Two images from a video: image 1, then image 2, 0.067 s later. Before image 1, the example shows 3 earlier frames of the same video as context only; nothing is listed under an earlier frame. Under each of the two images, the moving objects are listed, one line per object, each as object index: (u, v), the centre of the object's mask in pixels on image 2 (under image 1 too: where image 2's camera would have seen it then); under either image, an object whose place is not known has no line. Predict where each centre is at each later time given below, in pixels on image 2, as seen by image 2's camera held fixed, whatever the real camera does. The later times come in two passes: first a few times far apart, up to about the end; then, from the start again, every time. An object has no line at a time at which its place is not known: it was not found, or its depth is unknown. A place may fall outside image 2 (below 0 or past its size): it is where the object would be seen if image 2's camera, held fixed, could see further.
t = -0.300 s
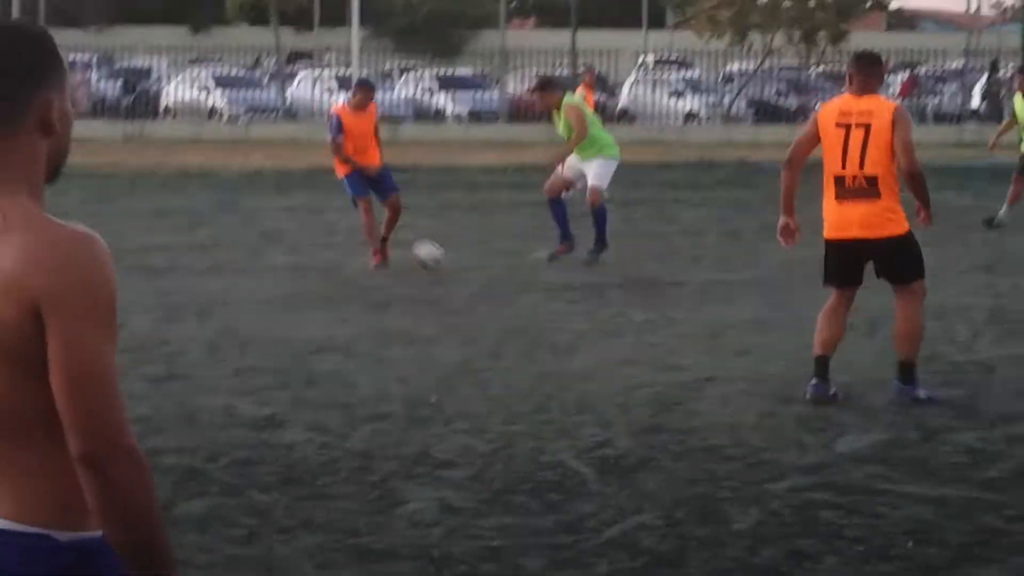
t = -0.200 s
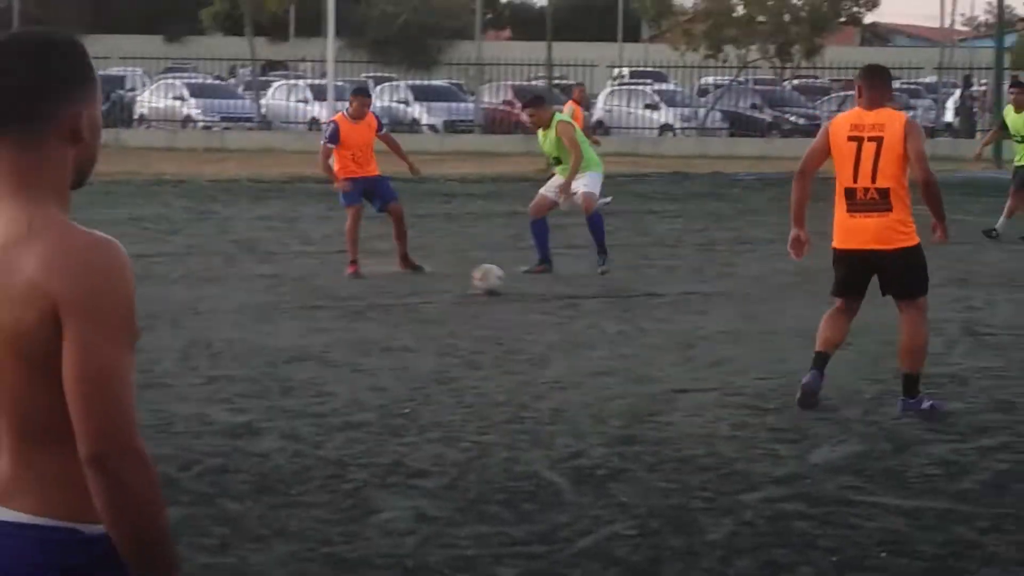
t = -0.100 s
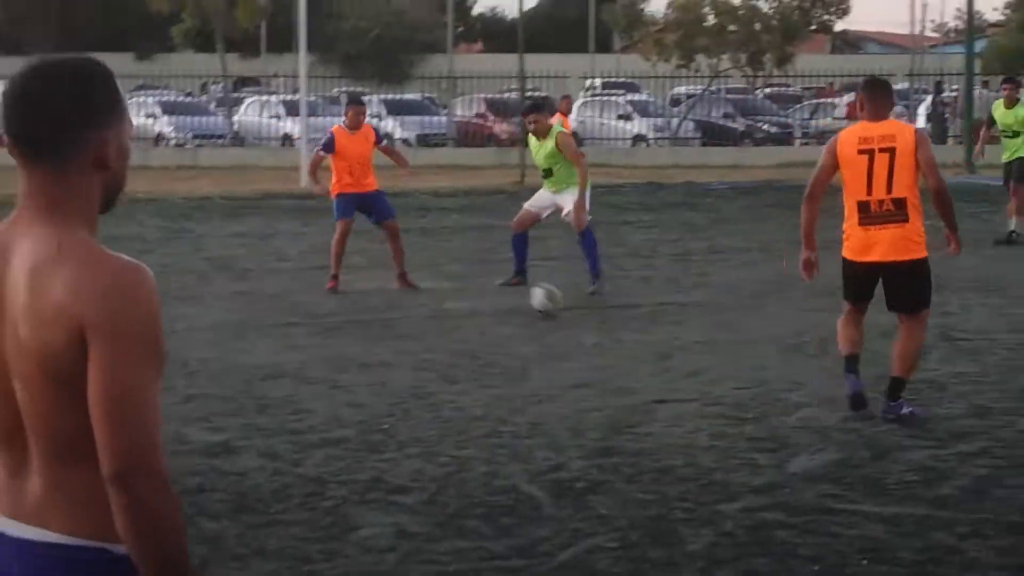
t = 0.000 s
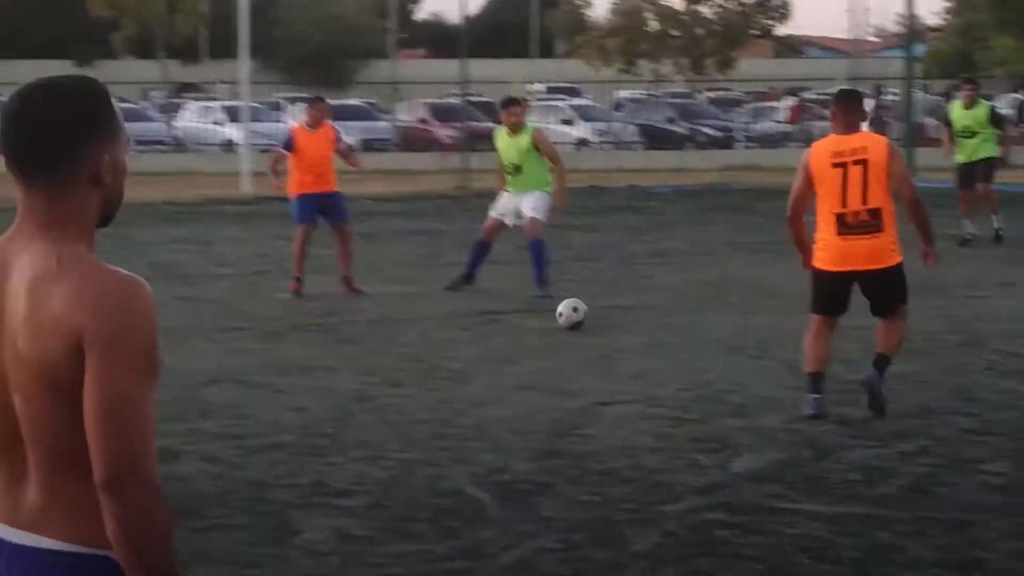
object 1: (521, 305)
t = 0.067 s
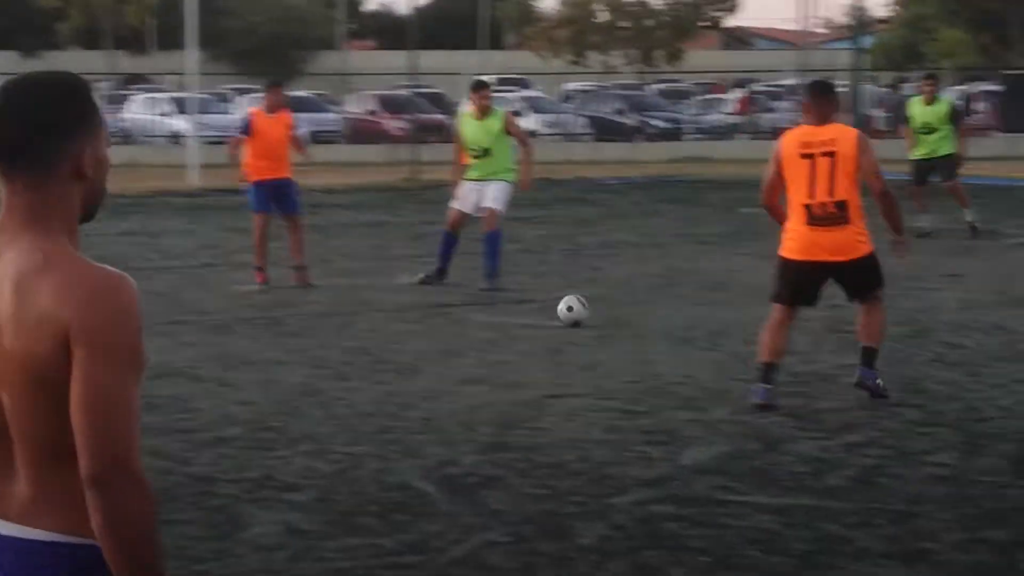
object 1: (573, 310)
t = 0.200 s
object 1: (672, 318)
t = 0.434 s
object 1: (834, 327)
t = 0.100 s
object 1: (599, 312)
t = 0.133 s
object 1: (623, 314)
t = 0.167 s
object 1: (647, 315)
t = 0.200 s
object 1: (672, 318)
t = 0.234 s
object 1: (697, 319)
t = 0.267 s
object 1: (720, 321)
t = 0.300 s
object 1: (743, 322)
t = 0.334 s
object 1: (765, 323)
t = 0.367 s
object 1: (788, 324)
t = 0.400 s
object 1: (812, 325)
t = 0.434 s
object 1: (834, 327)
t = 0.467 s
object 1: (855, 329)
